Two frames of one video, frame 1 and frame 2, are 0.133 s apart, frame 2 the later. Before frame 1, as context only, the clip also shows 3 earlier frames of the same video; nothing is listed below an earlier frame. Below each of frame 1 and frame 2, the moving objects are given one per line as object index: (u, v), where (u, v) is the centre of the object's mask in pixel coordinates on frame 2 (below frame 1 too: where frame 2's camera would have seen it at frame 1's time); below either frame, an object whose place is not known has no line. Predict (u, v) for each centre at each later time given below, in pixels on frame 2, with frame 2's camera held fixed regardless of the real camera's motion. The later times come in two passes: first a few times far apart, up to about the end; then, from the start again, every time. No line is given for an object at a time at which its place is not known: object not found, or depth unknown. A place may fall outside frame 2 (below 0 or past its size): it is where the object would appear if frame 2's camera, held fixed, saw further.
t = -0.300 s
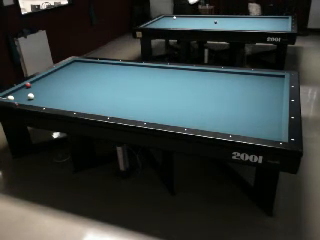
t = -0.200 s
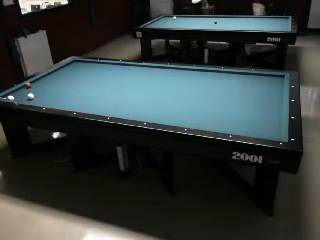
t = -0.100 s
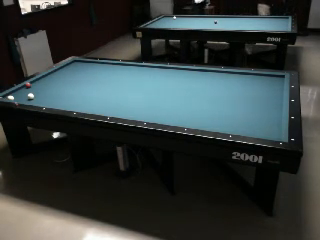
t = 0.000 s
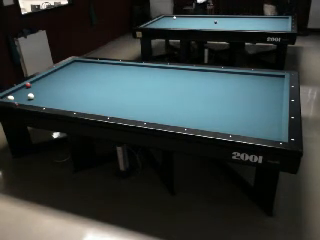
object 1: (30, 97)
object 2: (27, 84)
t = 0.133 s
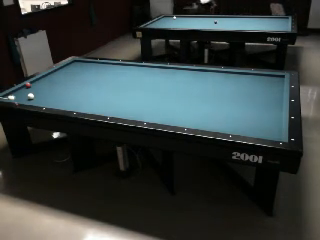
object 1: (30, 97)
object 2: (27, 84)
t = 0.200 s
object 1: (30, 97)
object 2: (27, 84)
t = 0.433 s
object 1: (59, 96)
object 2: (28, 84)
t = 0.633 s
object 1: (81, 95)
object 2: (28, 84)
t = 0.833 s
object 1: (103, 95)
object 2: (28, 84)
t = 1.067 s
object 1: (129, 94)
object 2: (28, 84)
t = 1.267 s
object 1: (151, 93)
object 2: (29, 84)
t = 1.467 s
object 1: (173, 93)
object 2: (30, 83)
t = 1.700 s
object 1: (199, 92)
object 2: (31, 82)
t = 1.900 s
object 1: (221, 91)
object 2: (32, 82)
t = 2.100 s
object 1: (243, 91)
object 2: (33, 81)
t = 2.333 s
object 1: (269, 90)
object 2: (34, 80)
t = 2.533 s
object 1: (272, 88)
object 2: (36, 79)
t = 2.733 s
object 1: (260, 86)
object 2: (37, 79)
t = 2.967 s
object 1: (248, 83)
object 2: (38, 78)
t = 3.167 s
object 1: (238, 80)
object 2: (39, 78)
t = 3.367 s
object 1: (228, 78)
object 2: (39, 78)
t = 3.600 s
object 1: (218, 76)
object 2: (40, 78)
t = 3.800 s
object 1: (210, 74)
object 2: (40, 78)
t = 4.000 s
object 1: (203, 73)
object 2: (41, 78)
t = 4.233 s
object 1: (194, 71)
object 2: (41, 77)
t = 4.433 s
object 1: (187, 69)
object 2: (41, 77)
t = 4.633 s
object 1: (180, 68)
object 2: (41, 77)
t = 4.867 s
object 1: (172, 68)
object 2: (41, 77)
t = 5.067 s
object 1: (166, 68)
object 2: (41, 77)
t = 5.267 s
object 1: (160, 68)
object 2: (41, 77)
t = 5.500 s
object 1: (153, 68)
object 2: (41, 77)
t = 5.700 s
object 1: (147, 68)
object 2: (41, 77)
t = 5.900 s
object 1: (141, 68)
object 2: (41, 77)
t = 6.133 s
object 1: (135, 68)
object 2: (41, 77)
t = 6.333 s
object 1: (130, 68)
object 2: (41, 77)
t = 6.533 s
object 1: (124, 68)
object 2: (41, 77)
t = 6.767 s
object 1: (118, 68)
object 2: (41, 77)
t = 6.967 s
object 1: (114, 68)
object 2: (41, 77)
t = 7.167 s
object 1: (109, 68)
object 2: (41, 77)
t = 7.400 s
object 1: (104, 68)
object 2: (41, 77)
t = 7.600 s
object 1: (100, 68)
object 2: (41, 77)
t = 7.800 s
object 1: (95, 68)
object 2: (41, 77)
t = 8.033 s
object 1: (91, 68)
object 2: (41, 77)
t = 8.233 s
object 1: (87, 68)
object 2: (41, 77)
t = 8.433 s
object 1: (83, 68)
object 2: (41, 77)
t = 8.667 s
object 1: (79, 68)
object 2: (41, 77)
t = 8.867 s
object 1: (76, 68)
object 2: (41, 77)
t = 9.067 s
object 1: (73, 68)
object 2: (41, 77)
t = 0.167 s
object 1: (30, 96)
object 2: (27, 84)
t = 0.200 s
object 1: (30, 97)
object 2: (27, 84)
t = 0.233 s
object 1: (33, 96)
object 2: (27, 84)
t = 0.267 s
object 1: (38, 96)
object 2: (28, 84)
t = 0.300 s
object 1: (42, 96)
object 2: (28, 84)
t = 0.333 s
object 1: (47, 96)
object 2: (28, 84)
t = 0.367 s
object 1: (51, 96)
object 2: (28, 84)
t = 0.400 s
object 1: (55, 96)
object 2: (28, 84)
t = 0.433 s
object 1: (59, 96)
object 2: (28, 84)
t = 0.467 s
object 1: (63, 95)
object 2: (28, 84)
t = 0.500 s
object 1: (66, 95)
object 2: (28, 84)
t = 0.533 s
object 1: (70, 95)
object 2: (28, 84)
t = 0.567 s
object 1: (74, 95)
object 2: (28, 84)
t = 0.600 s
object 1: (77, 95)
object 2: (28, 84)
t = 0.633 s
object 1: (81, 95)
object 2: (28, 84)
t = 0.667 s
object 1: (85, 95)
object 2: (28, 84)
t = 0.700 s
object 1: (89, 95)
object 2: (28, 84)
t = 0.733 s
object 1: (92, 94)
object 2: (28, 84)
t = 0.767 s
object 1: (96, 95)
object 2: (28, 84)
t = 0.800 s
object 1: (100, 95)
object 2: (28, 84)
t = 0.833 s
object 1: (103, 95)
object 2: (28, 84)
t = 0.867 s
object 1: (107, 94)
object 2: (28, 84)
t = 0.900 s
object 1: (111, 94)
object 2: (28, 84)
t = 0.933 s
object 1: (115, 94)
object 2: (28, 84)
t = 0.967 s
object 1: (118, 94)
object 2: (28, 84)
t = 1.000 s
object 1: (122, 94)
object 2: (28, 84)
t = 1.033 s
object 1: (125, 94)
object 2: (28, 84)
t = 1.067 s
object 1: (129, 94)
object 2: (28, 84)
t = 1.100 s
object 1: (132, 94)
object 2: (28, 84)
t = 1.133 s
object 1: (136, 94)
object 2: (28, 84)
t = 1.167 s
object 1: (140, 93)
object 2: (28, 84)
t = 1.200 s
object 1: (144, 94)
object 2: (28, 84)
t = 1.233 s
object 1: (147, 93)
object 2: (29, 84)
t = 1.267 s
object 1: (151, 93)
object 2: (29, 84)
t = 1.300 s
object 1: (155, 93)
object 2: (28, 84)
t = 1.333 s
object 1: (158, 93)
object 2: (29, 83)
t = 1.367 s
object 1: (162, 93)
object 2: (29, 83)
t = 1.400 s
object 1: (166, 93)
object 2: (29, 83)
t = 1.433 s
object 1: (170, 93)
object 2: (30, 83)
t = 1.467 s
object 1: (173, 93)
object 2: (30, 83)
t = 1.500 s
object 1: (177, 93)
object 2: (30, 83)
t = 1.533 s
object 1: (180, 92)
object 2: (30, 83)
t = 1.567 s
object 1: (184, 92)
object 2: (30, 83)
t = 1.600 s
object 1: (188, 92)
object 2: (30, 83)
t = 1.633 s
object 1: (192, 92)
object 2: (30, 82)
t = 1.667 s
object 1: (195, 92)
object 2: (31, 82)
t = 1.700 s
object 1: (199, 92)
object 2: (31, 82)
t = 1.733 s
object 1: (203, 92)
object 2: (31, 82)
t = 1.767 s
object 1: (206, 92)
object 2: (31, 82)
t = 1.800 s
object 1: (210, 92)
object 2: (31, 82)
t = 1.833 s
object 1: (214, 92)
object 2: (32, 82)
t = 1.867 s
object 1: (217, 92)
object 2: (32, 82)
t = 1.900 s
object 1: (221, 91)
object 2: (32, 82)
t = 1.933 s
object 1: (225, 91)
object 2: (33, 81)
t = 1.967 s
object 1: (228, 91)
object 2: (33, 81)
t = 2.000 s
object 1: (232, 91)
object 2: (33, 81)
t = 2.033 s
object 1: (235, 91)
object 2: (33, 81)
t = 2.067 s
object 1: (239, 91)
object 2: (33, 81)
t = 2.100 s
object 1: (243, 91)
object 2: (33, 81)
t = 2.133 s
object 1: (247, 91)
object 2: (34, 81)
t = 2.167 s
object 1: (251, 90)
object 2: (34, 81)
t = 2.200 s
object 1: (254, 90)
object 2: (34, 81)
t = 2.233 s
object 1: (258, 90)
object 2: (34, 81)
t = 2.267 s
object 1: (262, 90)
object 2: (34, 80)
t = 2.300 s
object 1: (265, 90)
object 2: (34, 80)
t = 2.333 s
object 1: (269, 90)
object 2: (34, 80)
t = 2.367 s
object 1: (273, 90)
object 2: (34, 80)
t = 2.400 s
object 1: (276, 90)
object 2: (35, 80)
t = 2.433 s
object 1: (280, 90)
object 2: (35, 80)
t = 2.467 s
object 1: (278, 89)
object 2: (35, 80)
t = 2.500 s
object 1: (275, 89)
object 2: (35, 80)
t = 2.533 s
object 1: (272, 88)
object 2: (36, 79)
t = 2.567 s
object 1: (270, 88)
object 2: (36, 79)
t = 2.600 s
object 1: (267, 87)
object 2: (36, 79)
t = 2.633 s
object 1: (265, 87)
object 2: (37, 79)
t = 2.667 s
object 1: (263, 87)
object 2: (37, 79)
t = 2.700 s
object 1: (262, 86)
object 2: (37, 79)
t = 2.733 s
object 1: (260, 86)
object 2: (37, 79)
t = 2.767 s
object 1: (258, 85)
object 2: (37, 79)
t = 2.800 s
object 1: (256, 85)
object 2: (38, 79)
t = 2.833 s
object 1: (254, 84)
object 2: (38, 79)
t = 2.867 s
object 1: (252, 84)
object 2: (38, 78)
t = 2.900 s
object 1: (251, 84)
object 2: (38, 78)
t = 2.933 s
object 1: (249, 83)
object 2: (38, 78)
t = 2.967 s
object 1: (248, 83)
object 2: (38, 78)
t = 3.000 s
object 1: (246, 82)
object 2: (38, 78)
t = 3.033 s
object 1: (244, 82)
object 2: (38, 78)
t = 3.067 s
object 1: (242, 82)
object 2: (38, 78)
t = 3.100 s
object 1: (241, 81)
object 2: (38, 78)
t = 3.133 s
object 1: (239, 81)
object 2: (38, 78)
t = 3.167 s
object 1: (238, 80)
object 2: (39, 78)
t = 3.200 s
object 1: (236, 80)
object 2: (39, 78)
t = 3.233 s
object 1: (234, 80)
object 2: (39, 78)
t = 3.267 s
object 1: (233, 80)
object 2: (39, 78)
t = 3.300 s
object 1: (231, 79)
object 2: (39, 78)
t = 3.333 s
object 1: (230, 79)
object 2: (39, 78)
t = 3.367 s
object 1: (228, 78)
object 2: (39, 78)
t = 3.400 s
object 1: (227, 78)
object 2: (40, 78)
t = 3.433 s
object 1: (225, 78)
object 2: (40, 78)
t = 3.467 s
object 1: (224, 77)
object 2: (40, 78)
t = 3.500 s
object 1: (223, 77)
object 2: (40, 78)
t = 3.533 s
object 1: (221, 77)
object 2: (40, 78)
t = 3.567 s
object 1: (220, 76)
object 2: (40, 78)
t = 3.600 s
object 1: (218, 76)
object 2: (40, 78)
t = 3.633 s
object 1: (217, 76)
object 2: (40, 78)
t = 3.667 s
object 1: (216, 76)
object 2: (40, 78)
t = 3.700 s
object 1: (214, 75)
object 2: (40, 78)
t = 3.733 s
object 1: (213, 75)
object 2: (40, 78)
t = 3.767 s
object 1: (212, 75)
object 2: (40, 78)
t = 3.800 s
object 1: (210, 74)
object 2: (40, 78)
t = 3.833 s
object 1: (209, 74)
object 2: (40, 78)
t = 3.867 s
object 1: (207, 74)
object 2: (40, 78)
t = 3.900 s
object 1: (206, 73)
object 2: (41, 78)
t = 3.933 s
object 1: (205, 73)
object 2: (41, 78)
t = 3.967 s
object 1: (204, 73)
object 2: (41, 78)
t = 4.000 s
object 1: (203, 73)
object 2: (41, 78)
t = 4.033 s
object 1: (201, 73)
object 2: (41, 78)
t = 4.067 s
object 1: (200, 72)
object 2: (41, 78)
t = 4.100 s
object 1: (199, 72)
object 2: (41, 78)
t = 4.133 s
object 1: (198, 71)
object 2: (41, 77)
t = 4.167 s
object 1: (196, 71)
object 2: (41, 77)
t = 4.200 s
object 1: (195, 71)
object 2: (41, 77)
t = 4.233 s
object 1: (194, 71)
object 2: (41, 77)
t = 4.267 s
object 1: (193, 70)
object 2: (41, 77)
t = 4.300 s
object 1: (192, 70)
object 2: (41, 77)
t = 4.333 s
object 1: (190, 70)
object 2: (41, 77)
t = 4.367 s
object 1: (189, 70)
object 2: (41, 77)
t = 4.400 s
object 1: (188, 69)
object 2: (41, 77)
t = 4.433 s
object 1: (187, 69)
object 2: (41, 77)
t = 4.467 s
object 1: (186, 69)
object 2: (41, 77)
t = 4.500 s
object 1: (185, 69)
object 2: (41, 77)
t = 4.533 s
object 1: (184, 68)
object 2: (41, 77)
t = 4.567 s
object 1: (183, 68)
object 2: (41, 77)
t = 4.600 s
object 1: (181, 68)
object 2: (41, 77)
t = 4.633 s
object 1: (180, 68)
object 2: (41, 77)
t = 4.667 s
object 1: (179, 68)
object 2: (41, 77)
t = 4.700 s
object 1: (178, 68)
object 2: (41, 77)
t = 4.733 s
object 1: (177, 68)
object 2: (41, 77)
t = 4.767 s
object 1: (176, 68)
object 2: (41, 77)
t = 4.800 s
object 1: (175, 68)
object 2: (41, 77)
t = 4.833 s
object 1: (174, 68)
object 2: (41, 77)
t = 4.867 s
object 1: (172, 68)
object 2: (41, 77)
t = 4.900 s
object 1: (171, 68)
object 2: (41, 77)
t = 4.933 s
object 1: (170, 68)
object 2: (41, 77)
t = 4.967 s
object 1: (169, 68)
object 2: (41, 77)
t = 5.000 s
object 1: (168, 68)
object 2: (41, 77)
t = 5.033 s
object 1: (167, 68)
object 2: (41, 77)
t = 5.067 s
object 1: (166, 68)
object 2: (41, 77)
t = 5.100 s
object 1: (165, 68)
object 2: (41, 77)
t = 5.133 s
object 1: (164, 68)
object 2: (41, 77)
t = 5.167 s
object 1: (163, 68)
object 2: (41, 77)
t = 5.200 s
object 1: (162, 68)
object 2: (41, 77)
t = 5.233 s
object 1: (161, 68)
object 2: (41, 77)
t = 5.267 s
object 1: (160, 68)
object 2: (41, 77)
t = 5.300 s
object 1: (159, 68)
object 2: (41, 77)
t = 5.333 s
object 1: (158, 68)
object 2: (41, 77)
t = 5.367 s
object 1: (157, 68)
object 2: (41, 77)
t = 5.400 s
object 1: (156, 68)
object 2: (41, 77)
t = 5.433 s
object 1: (155, 68)
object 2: (41, 77)
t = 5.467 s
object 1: (154, 68)
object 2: (41, 77)
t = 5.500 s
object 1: (153, 68)
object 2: (41, 77)
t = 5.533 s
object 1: (152, 68)
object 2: (41, 77)
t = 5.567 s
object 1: (151, 68)
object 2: (41, 77)
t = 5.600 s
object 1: (150, 68)
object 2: (41, 77)
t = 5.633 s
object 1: (149, 68)
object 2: (41, 77)
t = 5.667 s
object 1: (148, 68)
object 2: (41, 77)
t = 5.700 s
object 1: (147, 68)
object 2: (41, 77)
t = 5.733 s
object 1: (146, 68)
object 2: (41, 77)
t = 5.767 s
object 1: (145, 68)
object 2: (41, 77)
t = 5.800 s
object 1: (144, 68)
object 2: (41, 77)
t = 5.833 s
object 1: (143, 68)
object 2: (41, 77)
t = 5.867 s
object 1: (142, 68)
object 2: (41, 77)
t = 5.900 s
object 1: (141, 68)
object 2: (41, 77)
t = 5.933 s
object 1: (140, 68)
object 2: (41, 77)
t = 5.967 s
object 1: (139, 68)
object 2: (41, 77)
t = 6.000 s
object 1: (138, 69)
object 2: (41, 77)
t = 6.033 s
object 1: (137, 69)
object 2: (41, 77)
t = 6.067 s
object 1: (136, 69)
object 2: (41, 77)
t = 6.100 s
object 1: (135, 69)
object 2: (41, 77)
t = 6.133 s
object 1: (135, 68)
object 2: (41, 77)
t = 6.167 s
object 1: (134, 68)
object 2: (41, 77)
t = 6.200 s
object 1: (133, 68)
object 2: (41, 77)
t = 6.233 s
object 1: (132, 68)
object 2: (41, 77)
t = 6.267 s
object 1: (131, 68)
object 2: (41, 77)
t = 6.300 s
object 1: (130, 68)
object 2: (41, 77)
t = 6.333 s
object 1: (130, 68)
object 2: (41, 77)
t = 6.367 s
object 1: (128, 68)
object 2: (41, 77)
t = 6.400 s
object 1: (128, 68)
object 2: (41, 77)
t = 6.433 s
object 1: (127, 68)
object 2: (41, 77)
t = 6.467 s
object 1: (126, 68)
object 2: (41, 77)
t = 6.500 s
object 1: (125, 68)
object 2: (41, 77)
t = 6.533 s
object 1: (124, 68)
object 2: (41, 77)
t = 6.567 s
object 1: (123, 68)
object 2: (41, 77)
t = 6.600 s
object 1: (122, 68)
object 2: (41, 77)
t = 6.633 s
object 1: (122, 68)
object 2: (41, 77)
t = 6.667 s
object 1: (121, 68)
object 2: (41, 77)
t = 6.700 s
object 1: (120, 68)
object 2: (41, 77)
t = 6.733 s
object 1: (119, 68)
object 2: (41, 77)
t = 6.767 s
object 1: (118, 68)
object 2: (41, 77)
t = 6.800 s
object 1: (118, 68)
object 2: (41, 77)
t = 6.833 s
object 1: (117, 68)
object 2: (41, 77)
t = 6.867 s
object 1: (116, 68)
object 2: (41, 77)
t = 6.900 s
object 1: (115, 68)
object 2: (41, 77)
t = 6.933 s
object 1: (115, 68)
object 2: (41, 77)
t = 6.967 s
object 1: (114, 68)
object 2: (41, 77)
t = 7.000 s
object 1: (113, 68)
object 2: (41, 77)
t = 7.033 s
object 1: (112, 68)
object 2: (41, 77)
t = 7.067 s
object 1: (111, 68)
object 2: (41, 77)
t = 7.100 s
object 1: (111, 68)
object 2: (41, 77)
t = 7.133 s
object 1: (110, 68)
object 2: (41, 77)
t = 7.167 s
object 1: (109, 68)
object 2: (41, 77)
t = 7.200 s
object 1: (108, 68)
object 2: (41, 77)
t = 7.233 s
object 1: (108, 68)
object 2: (41, 77)
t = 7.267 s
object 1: (107, 68)
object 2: (41, 77)
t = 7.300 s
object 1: (106, 68)
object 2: (41, 77)
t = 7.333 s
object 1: (106, 68)
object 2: (41, 77)
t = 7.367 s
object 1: (105, 68)
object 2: (41, 77)
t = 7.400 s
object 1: (104, 68)
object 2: (41, 77)
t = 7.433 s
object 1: (103, 68)
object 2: (41, 77)
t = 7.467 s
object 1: (102, 68)
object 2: (41, 77)
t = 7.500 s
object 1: (101, 68)
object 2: (41, 77)
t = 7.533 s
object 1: (101, 68)
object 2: (41, 77)
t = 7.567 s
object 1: (100, 68)
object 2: (41, 77)
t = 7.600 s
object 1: (100, 68)
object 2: (41, 77)
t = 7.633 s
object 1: (99, 68)
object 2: (41, 77)
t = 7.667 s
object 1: (98, 68)
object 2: (41, 77)
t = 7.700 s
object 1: (97, 68)
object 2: (41, 77)
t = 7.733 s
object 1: (97, 68)
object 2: (41, 77)
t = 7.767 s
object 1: (96, 68)
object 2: (41, 77)
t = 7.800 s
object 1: (95, 68)
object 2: (41, 77)
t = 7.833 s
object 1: (95, 68)
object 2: (41, 77)
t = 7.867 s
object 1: (94, 68)
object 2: (41, 77)
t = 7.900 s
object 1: (94, 68)
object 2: (41, 77)
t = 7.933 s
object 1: (93, 68)
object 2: (41, 77)
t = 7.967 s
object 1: (92, 68)
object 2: (41, 77)
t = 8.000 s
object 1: (91, 68)
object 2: (41, 77)
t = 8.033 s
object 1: (91, 68)
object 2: (41, 77)
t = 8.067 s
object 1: (90, 68)
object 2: (41, 77)
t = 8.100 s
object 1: (89, 68)
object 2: (41, 77)
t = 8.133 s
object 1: (89, 68)
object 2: (41, 77)
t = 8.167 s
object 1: (88, 68)
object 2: (41, 77)
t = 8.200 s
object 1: (88, 68)
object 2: (41, 77)
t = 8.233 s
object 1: (87, 68)
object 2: (41, 77)
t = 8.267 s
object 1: (86, 68)
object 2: (41, 77)
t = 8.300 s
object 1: (86, 68)
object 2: (41, 77)
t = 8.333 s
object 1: (85, 68)
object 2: (41, 77)
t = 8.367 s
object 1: (85, 68)
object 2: (41, 77)
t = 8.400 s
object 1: (84, 68)
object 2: (41, 77)
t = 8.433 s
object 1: (83, 68)
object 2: (41, 77)
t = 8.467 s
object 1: (83, 68)
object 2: (41, 77)
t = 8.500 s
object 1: (82, 68)
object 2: (41, 77)
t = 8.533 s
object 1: (82, 68)
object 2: (41, 77)
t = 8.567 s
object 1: (81, 68)
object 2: (41, 77)
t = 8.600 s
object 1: (81, 68)
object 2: (41, 77)
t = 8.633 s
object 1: (80, 68)
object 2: (41, 77)
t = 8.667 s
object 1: (79, 68)
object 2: (41, 77)
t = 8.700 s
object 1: (79, 68)
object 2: (41, 77)
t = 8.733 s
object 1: (78, 68)
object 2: (41, 77)
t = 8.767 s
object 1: (78, 69)
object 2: (41, 77)
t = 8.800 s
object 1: (77, 68)
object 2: (41, 77)
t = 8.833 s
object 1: (77, 68)
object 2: (41, 77)
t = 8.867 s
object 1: (76, 68)
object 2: (41, 77)
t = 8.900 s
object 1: (75, 68)
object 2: (41, 77)
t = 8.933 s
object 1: (75, 69)
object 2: (41, 77)
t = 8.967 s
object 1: (75, 68)
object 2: (41, 77)
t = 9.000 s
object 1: (74, 68)
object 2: (41, 77)
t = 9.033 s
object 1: (74, 68)
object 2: (41, 77)
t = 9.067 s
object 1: (73, 68)
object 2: (41, 77)
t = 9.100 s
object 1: (72, 68)
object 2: (41, 77)
